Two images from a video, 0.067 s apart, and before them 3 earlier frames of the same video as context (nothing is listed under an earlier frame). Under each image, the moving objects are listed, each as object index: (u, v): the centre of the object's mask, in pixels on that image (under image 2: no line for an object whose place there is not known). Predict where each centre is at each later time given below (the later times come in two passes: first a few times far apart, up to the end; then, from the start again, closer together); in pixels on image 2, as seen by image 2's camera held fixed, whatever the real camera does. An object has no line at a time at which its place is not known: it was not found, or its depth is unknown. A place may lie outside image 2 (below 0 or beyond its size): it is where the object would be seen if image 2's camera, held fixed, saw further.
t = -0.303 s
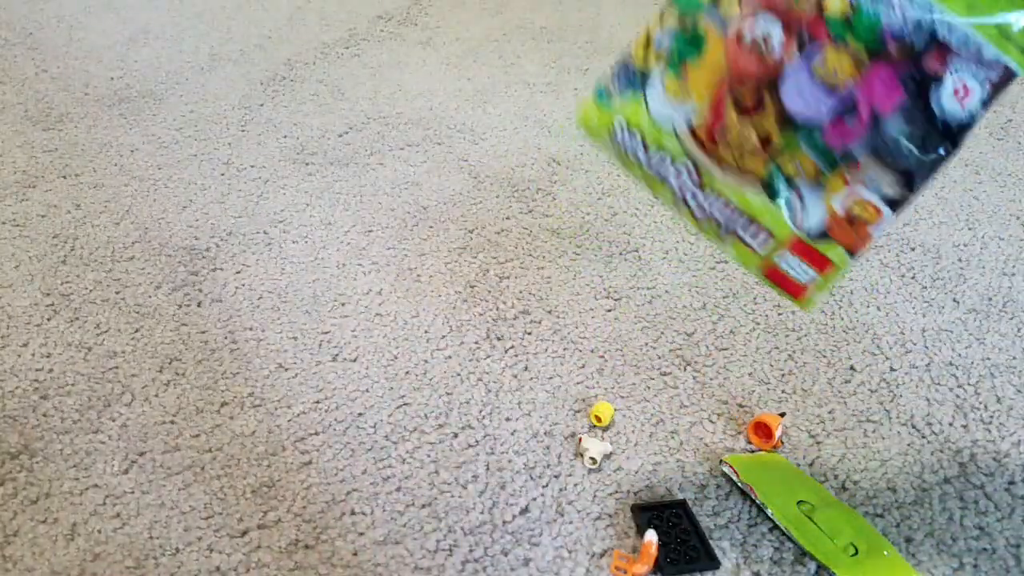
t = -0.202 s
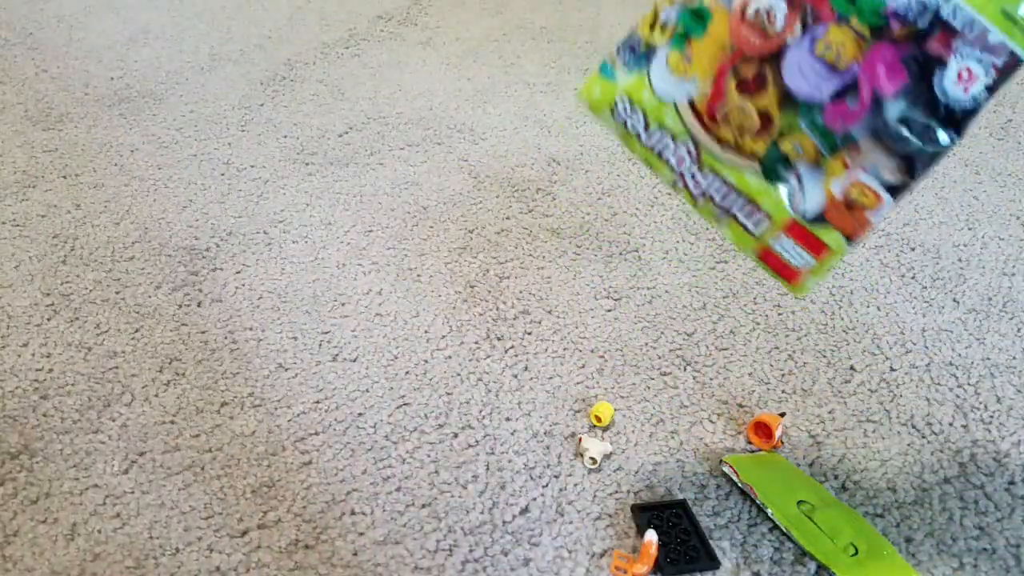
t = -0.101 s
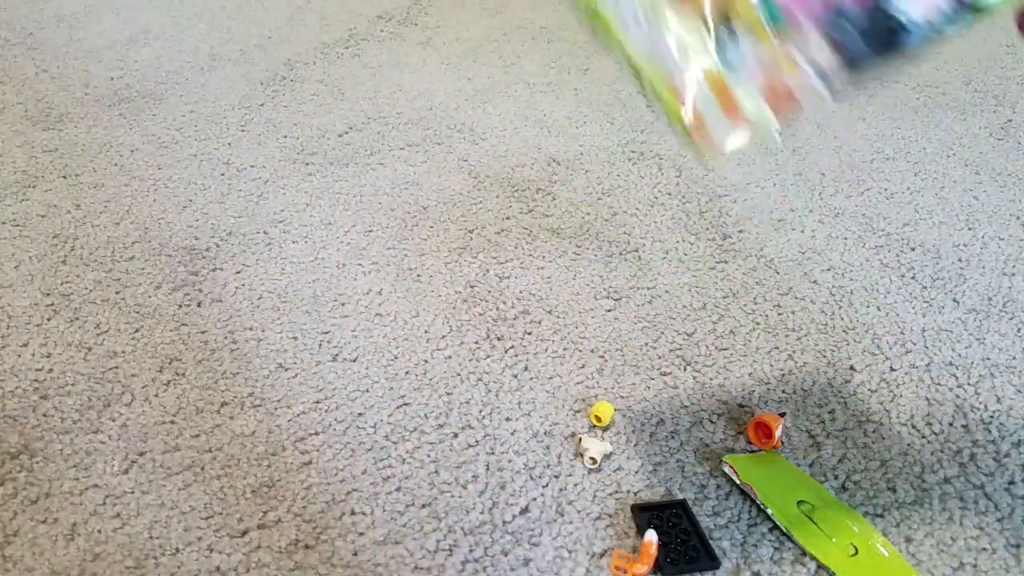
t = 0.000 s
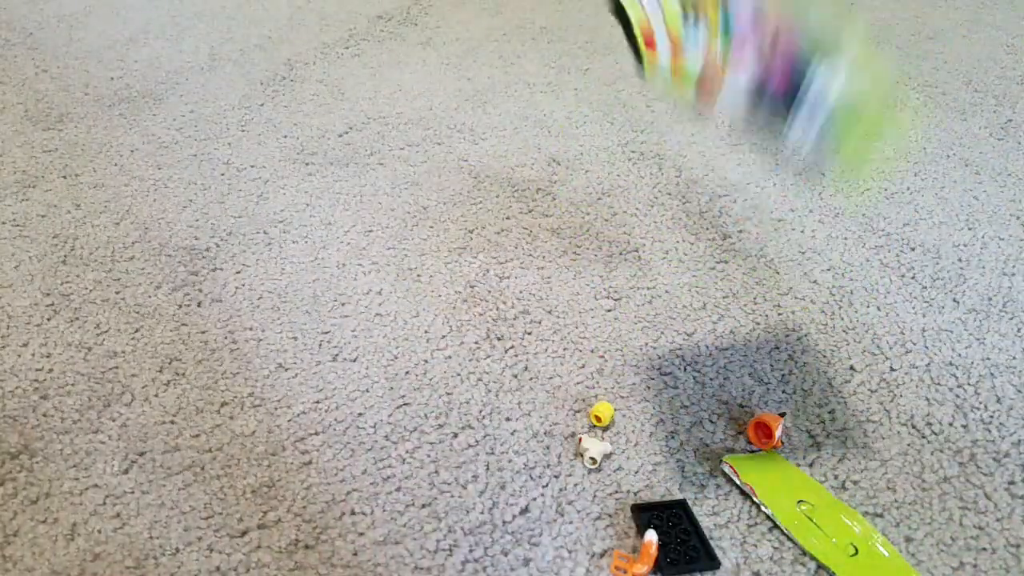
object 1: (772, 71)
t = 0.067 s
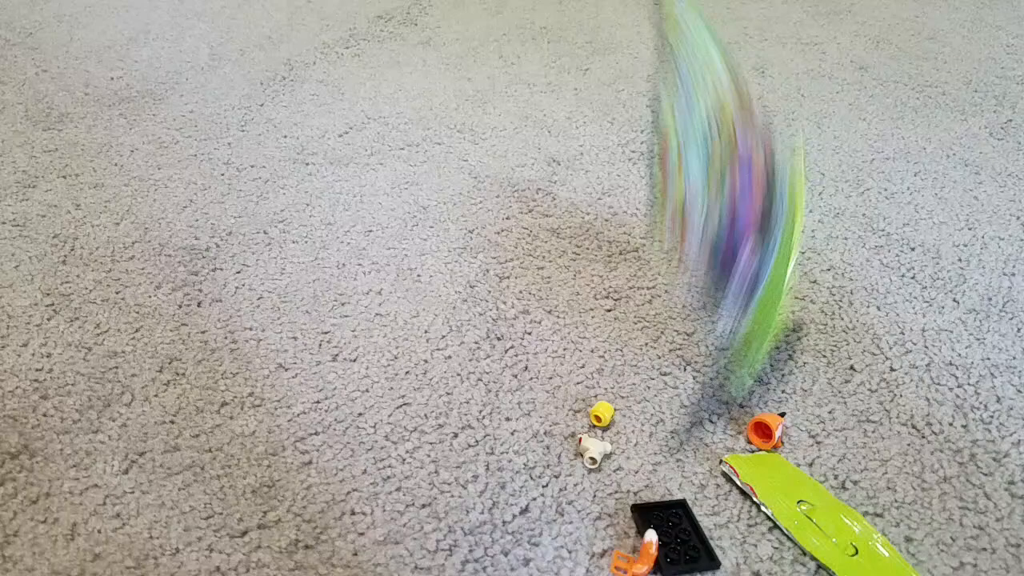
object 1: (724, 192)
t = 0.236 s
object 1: (741, 217)
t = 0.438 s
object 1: (709, 255)
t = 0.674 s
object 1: (709, 255)
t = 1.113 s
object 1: (702, 258)
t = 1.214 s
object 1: (701, 258)
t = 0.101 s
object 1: (727, 255)
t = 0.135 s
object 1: (733, 234)
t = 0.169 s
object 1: (739, 219)
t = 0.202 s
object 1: (746, 222)
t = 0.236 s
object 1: (741, 217)
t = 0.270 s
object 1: (731, 219)
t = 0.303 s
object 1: (724, 232)
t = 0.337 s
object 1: (717, 243)
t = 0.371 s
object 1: (715, 251)
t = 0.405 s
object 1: (708, 256)
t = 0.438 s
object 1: (709, 255)
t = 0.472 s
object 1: (709, 255)
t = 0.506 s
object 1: (709, 255)
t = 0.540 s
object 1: (709, 255)
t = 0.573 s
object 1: (709, 255)
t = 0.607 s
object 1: (709, 255)
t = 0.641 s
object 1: (709, 255)
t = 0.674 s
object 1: (709, 255)
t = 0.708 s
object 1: (709, 255)
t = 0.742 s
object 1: (709, 255)
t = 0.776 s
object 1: (708, 256)
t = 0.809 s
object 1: (708, 256)
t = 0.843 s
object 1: (711, 254)
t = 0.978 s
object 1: (708, 254)
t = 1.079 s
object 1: (705, 259)
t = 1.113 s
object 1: (702, 258)
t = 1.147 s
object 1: (702, 259)
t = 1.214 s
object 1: (701, 258)
